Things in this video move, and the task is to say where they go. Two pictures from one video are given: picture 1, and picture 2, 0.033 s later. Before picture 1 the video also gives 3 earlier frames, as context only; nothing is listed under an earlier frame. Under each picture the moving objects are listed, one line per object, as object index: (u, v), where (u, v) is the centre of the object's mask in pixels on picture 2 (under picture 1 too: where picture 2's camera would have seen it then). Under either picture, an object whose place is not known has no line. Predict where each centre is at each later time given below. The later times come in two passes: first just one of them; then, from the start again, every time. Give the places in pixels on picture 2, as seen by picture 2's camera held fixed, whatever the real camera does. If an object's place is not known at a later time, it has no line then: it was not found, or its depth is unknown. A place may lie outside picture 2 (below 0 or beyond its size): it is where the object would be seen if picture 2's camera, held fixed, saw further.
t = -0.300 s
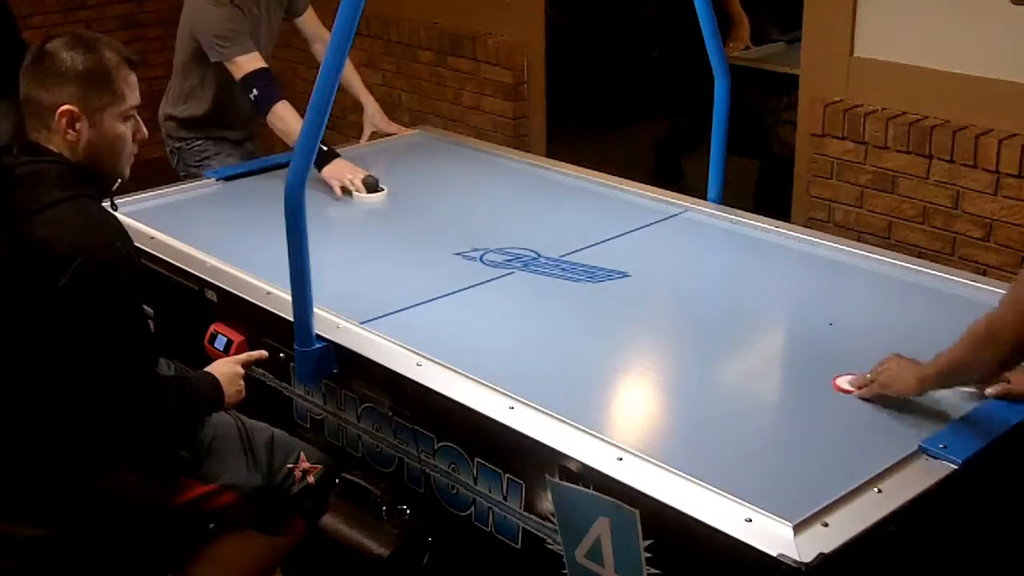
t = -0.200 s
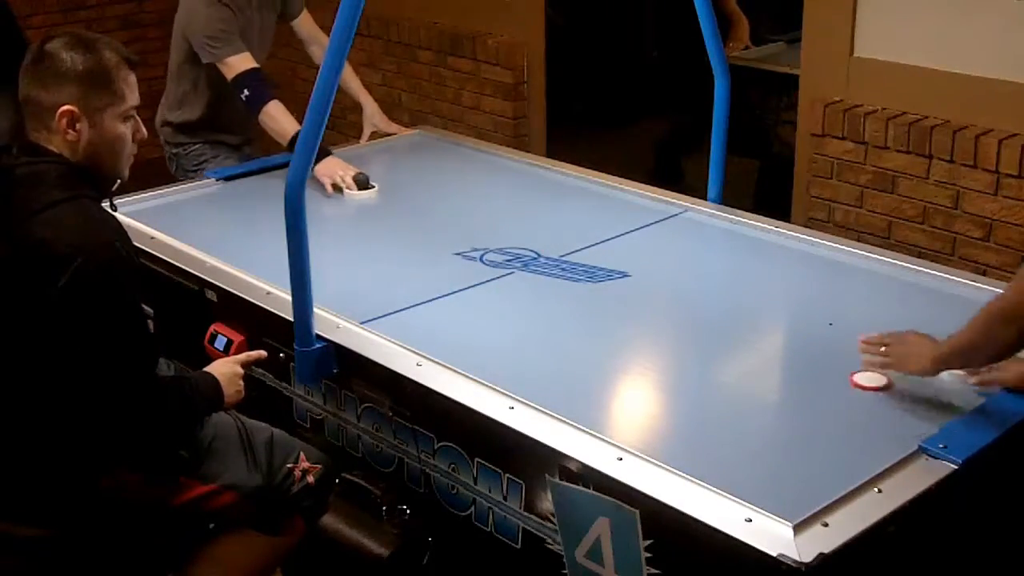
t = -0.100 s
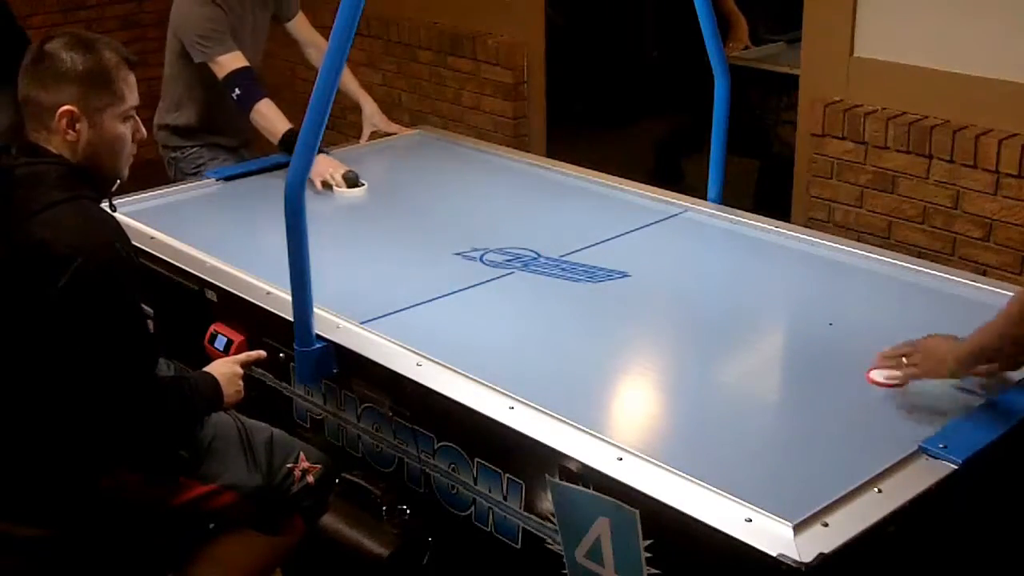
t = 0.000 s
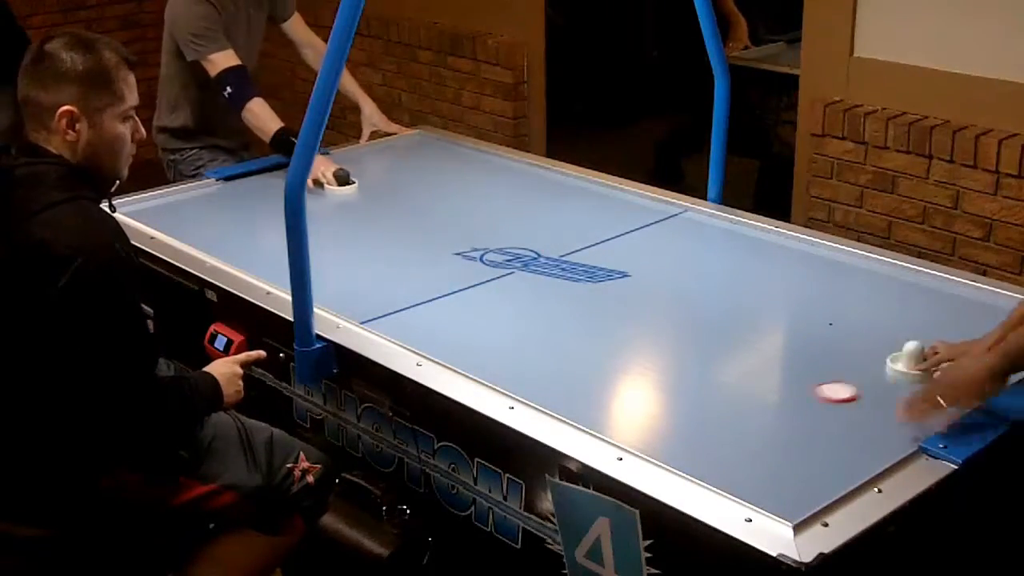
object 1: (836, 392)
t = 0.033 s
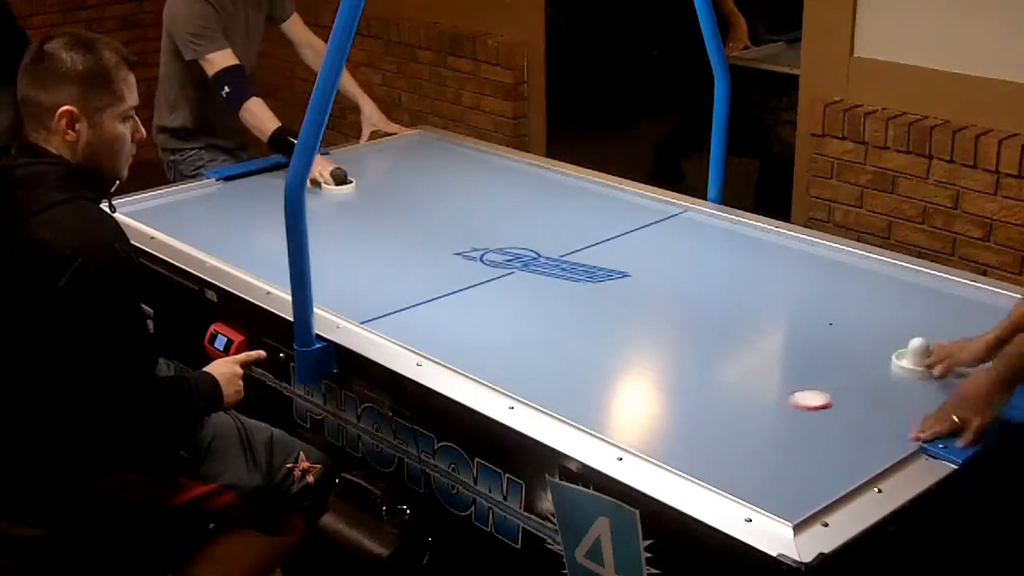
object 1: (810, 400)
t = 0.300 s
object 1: (675, 426)
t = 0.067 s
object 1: (784, 407)
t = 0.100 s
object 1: (755, 415)
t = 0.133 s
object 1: (728, 423)
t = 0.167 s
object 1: (700, 430)
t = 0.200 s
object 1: (671, 439)
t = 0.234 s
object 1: (644, 445)
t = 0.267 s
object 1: (657, 436)
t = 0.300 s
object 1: (675, 426)
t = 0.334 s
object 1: (691, 416)
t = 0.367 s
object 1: (708, 407)
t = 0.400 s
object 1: (723, 398)
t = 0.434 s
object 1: (739, 388)
